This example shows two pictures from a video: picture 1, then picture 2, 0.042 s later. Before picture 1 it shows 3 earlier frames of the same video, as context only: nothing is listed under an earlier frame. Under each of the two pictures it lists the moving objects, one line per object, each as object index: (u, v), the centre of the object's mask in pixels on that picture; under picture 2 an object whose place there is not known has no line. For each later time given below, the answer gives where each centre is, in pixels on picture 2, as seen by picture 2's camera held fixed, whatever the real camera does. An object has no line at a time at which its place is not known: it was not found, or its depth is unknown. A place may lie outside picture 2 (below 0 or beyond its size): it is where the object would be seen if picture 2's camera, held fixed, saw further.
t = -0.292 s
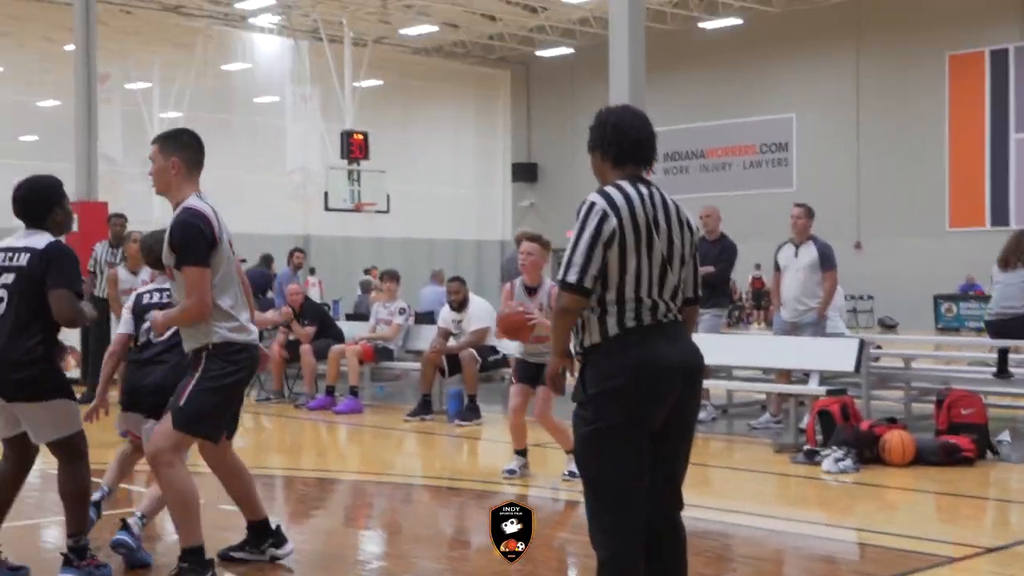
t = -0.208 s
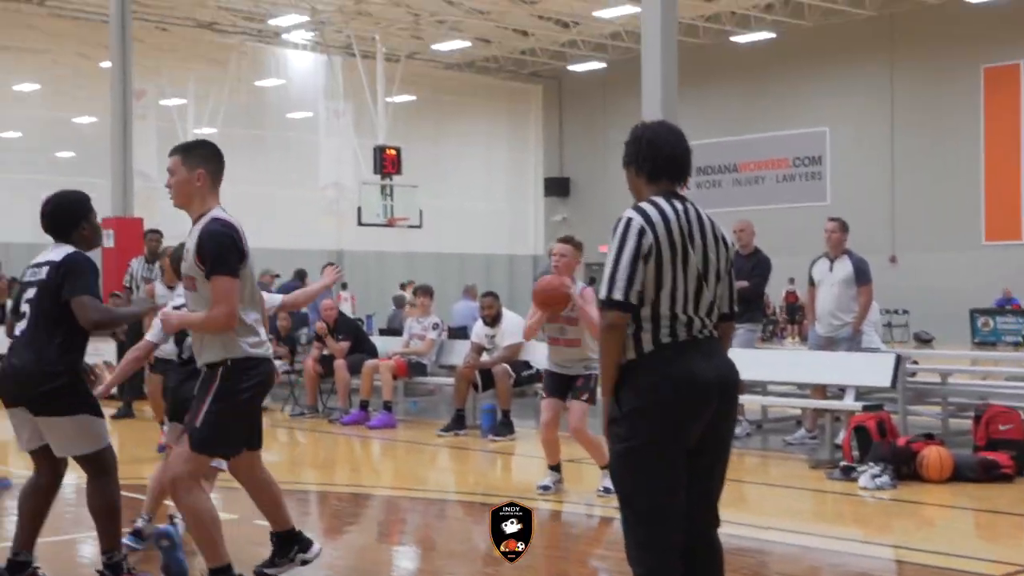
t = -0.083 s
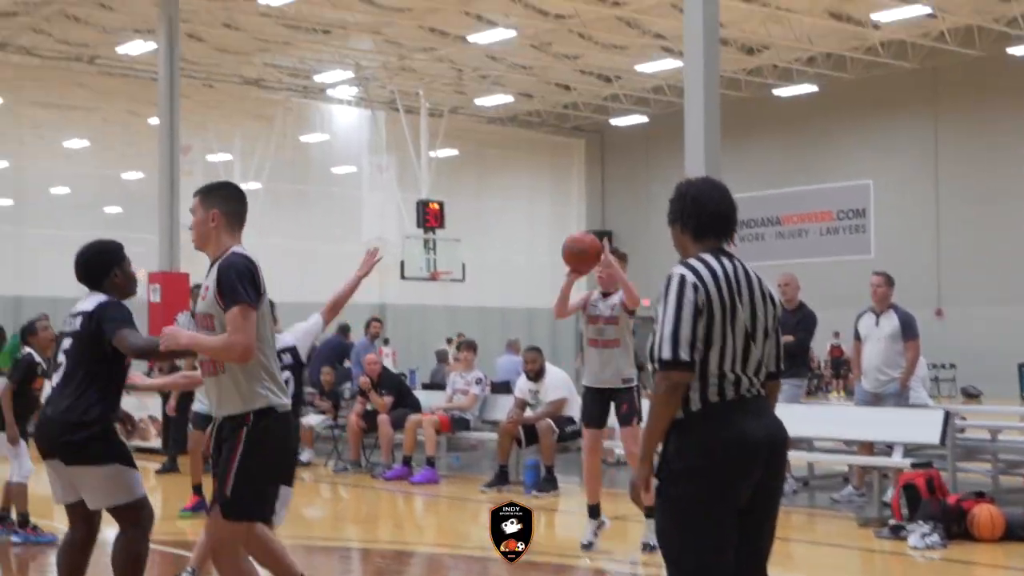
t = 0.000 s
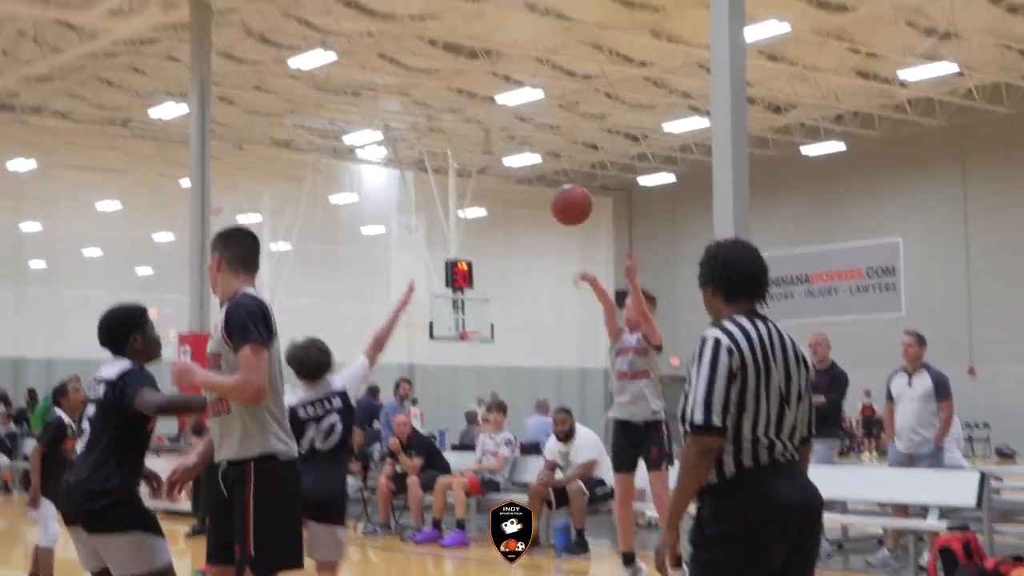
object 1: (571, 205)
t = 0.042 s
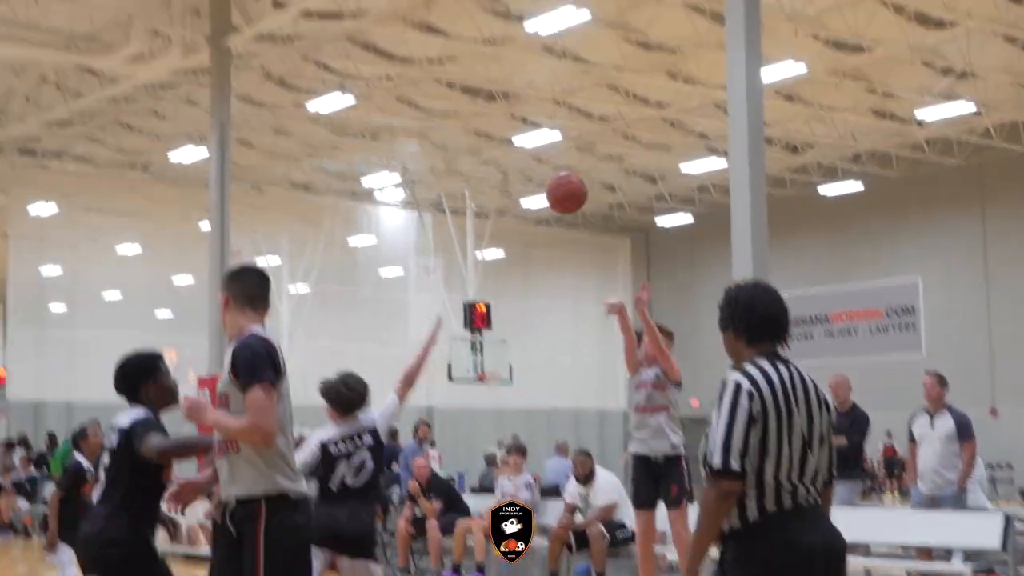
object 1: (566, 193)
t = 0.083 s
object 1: (542, 140)
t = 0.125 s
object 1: (517, 91)
